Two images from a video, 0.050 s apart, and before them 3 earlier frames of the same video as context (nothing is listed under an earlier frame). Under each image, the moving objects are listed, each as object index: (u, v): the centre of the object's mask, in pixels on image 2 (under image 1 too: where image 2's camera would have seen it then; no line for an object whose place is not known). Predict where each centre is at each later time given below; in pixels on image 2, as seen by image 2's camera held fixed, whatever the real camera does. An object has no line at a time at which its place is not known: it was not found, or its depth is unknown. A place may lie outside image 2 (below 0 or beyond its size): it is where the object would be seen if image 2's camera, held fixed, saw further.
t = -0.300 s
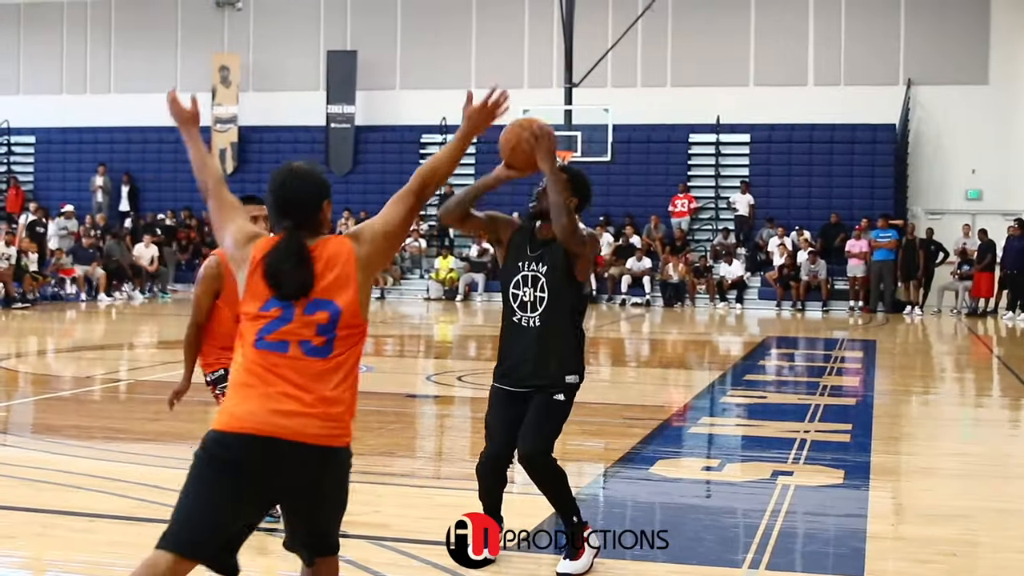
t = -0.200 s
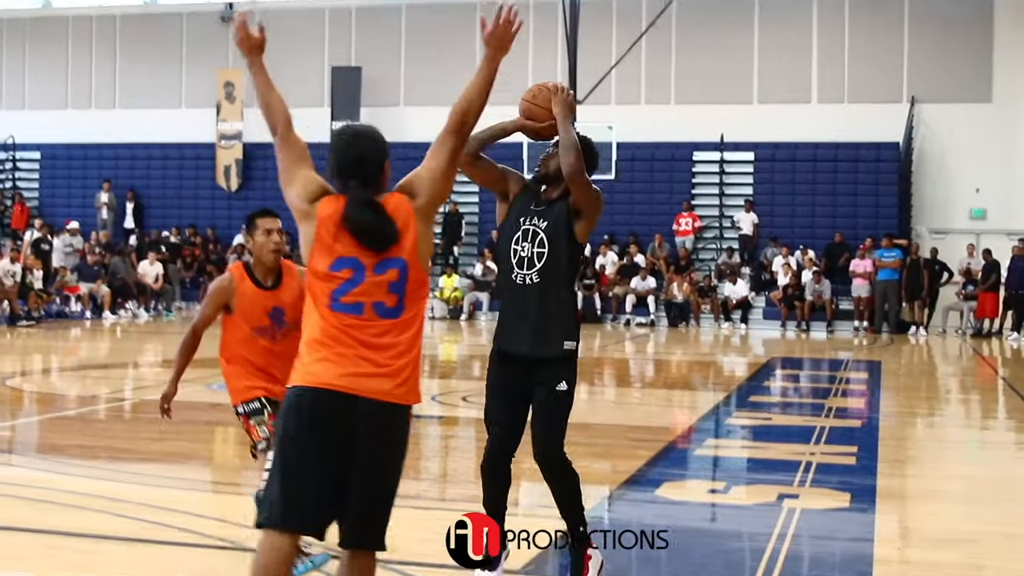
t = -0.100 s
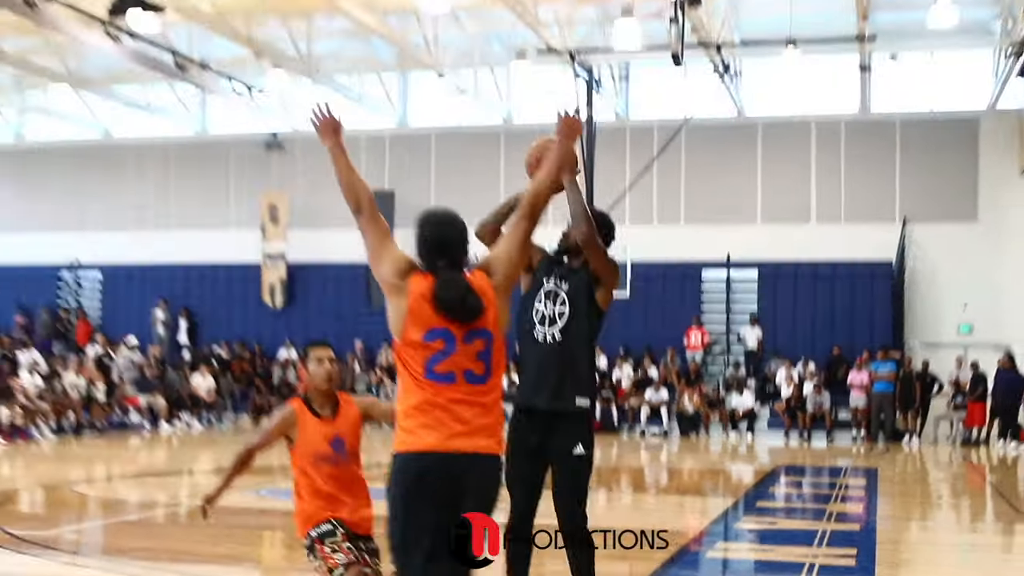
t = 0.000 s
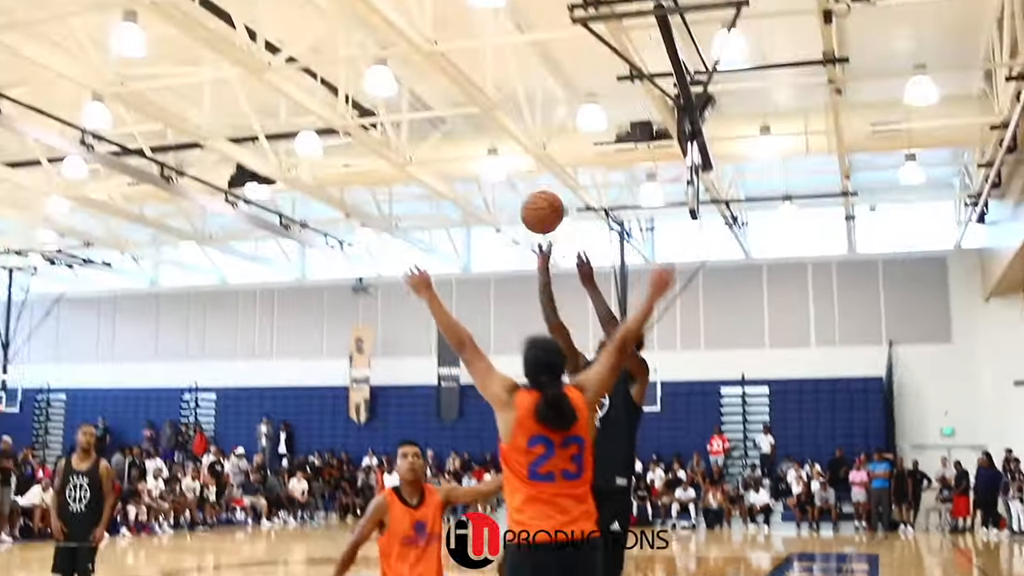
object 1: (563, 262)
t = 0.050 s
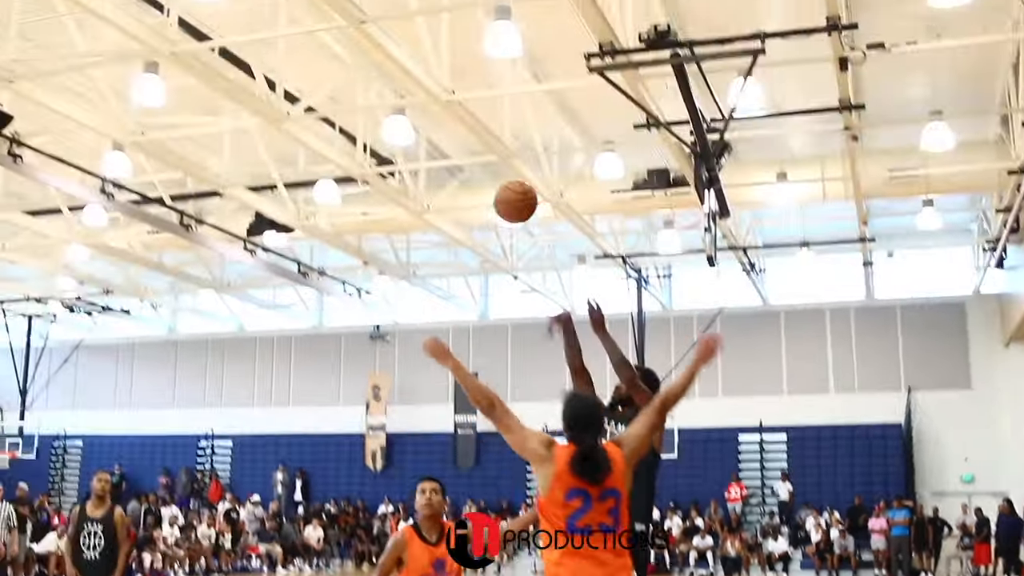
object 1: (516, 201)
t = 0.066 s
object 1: (500, 183)
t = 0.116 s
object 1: (456, 130)
